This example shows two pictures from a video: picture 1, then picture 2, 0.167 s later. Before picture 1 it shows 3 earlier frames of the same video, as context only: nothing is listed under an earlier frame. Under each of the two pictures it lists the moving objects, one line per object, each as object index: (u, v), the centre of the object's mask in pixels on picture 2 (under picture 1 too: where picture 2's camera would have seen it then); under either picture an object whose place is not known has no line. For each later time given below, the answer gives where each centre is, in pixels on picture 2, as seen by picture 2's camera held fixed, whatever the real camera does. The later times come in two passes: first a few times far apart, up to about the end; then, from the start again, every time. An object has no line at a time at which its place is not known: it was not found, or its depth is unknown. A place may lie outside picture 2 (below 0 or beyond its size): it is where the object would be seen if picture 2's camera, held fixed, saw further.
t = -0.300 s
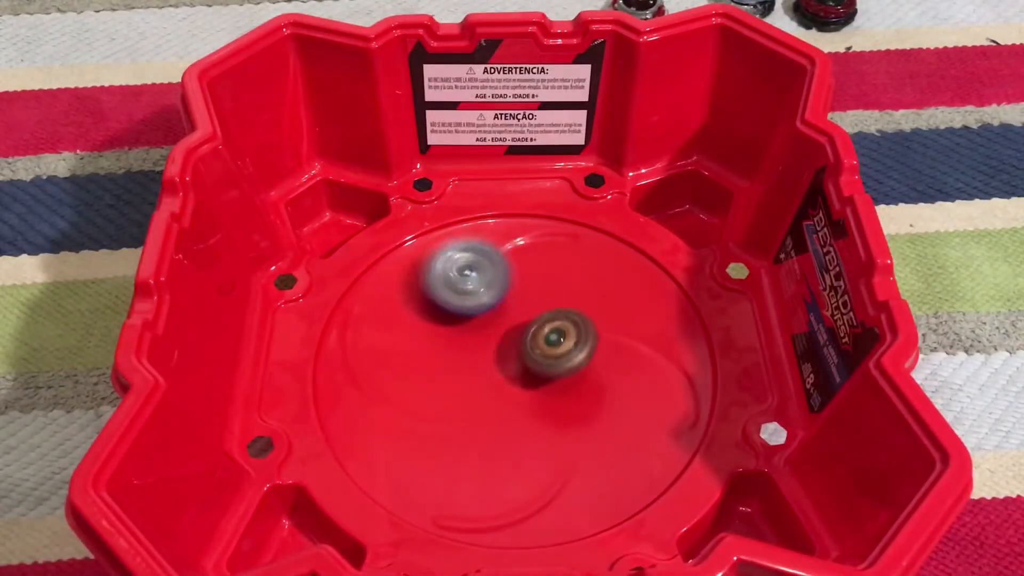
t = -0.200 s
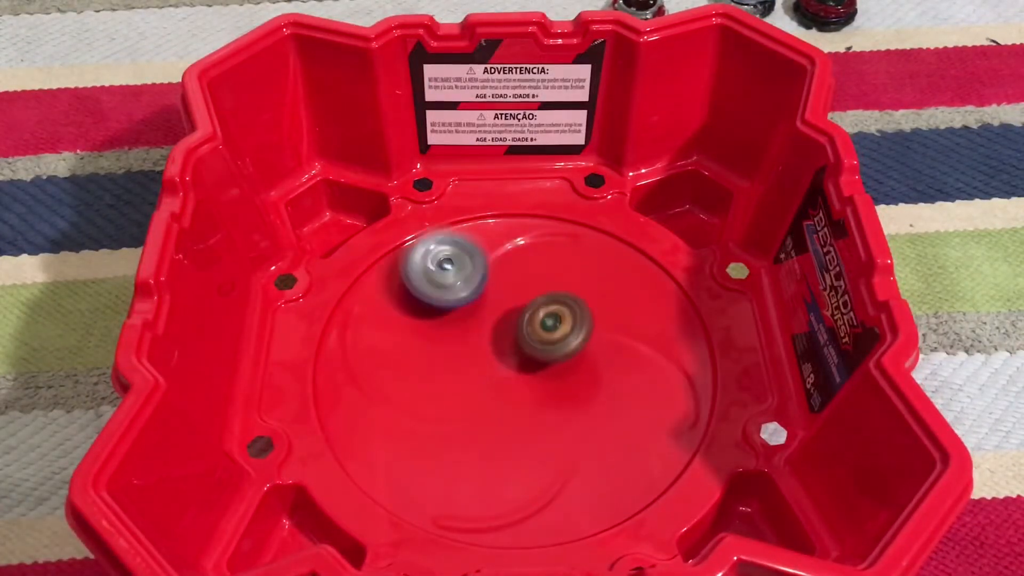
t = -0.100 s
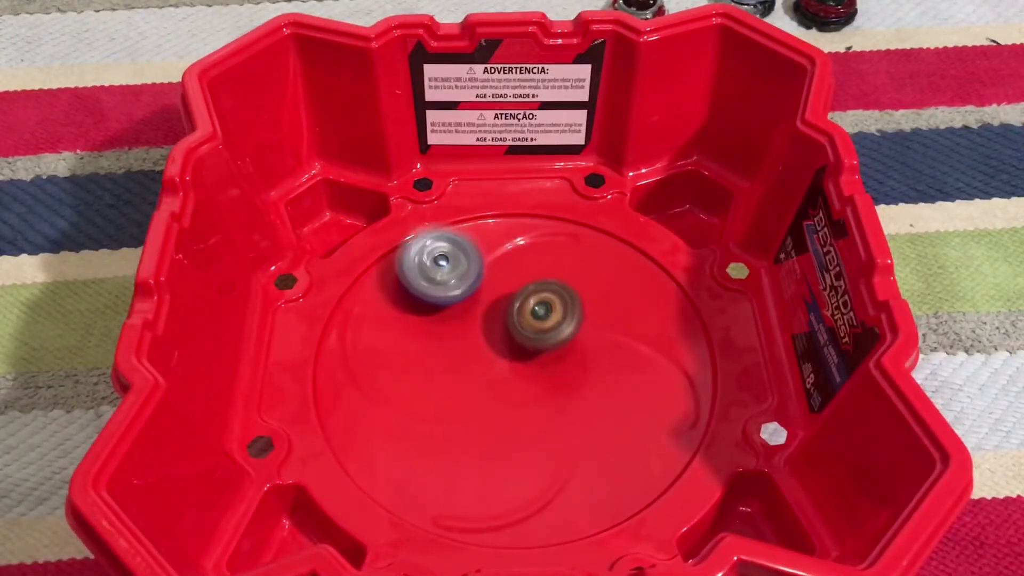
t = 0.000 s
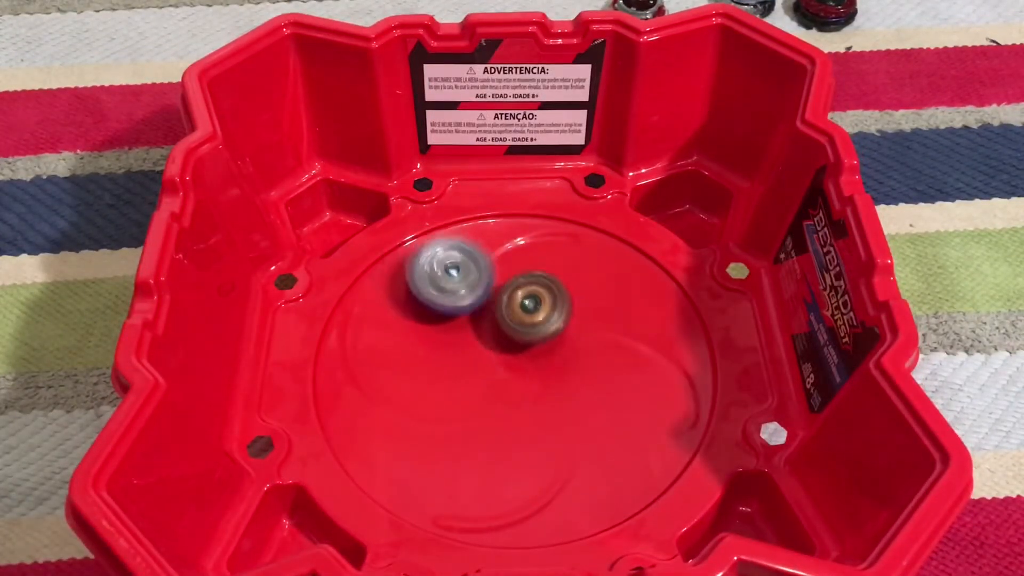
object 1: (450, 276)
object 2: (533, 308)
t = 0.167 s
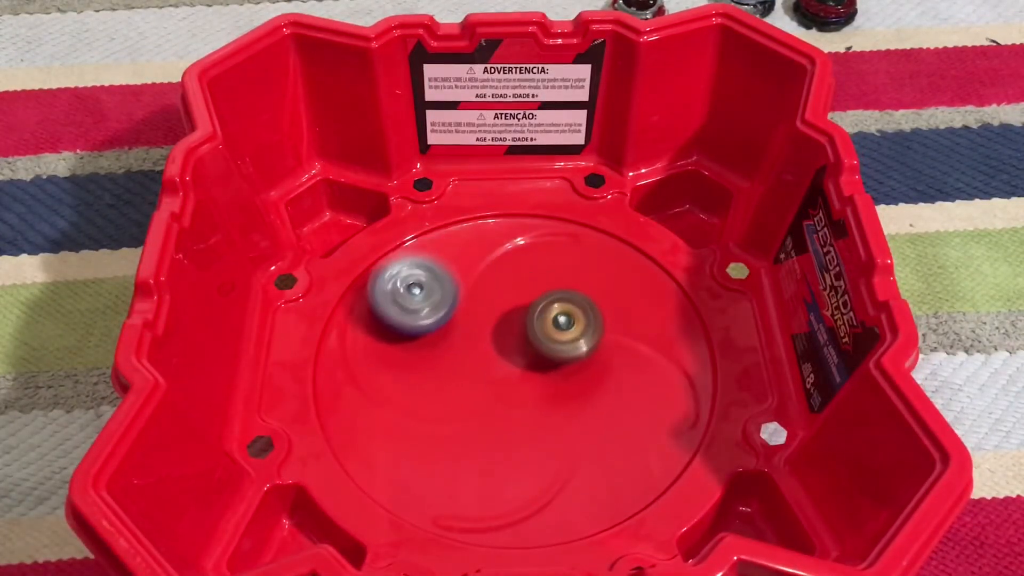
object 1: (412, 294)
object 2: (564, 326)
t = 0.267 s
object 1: (402, 311)
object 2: (554, 335)
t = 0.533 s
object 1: (411, 376)
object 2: (524, 347)
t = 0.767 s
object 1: (443, 428)
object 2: (507, 367)
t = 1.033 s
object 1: (428, 449)
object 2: (540, 376)
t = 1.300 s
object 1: (514, 415)
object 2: (571, 349)
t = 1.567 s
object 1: (544, 434)
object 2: (569, 329)
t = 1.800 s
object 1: (549, 407)
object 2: (538, 303)
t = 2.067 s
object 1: (541, 391)
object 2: (509, 304)
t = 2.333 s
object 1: (577, 393)
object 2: (487, 323)
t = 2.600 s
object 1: (619, 430)
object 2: (419, 329)
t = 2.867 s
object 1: (570, 440)
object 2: (433, 326)
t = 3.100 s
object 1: (550, 376)
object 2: (437, 302)
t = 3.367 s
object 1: (583, 344)
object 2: (440, 251)
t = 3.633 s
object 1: (565, 313)
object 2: (464, 289)
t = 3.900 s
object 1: (570, 367)
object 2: (484, 341)
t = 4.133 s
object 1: (547, 417)
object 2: (477, 352)
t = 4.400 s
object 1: (506, 395)
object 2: (467, 328)
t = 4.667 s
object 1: (598, 413)
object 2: (432, 284)
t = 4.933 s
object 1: (593, 398)
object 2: (476, 335)
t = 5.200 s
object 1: (611, 348)
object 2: (484, 377)
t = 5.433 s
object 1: (613, 301)
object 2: (501, 399)
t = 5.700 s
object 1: (596, 274)
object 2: (446, 449)
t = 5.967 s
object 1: (471, 335)
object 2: (482, 425)
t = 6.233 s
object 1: (349, 323)
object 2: (536, 422)
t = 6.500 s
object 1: (451, 412)
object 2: (524, 353)
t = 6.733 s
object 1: (617, 438)
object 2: (482, 325)
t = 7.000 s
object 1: (654, 342)
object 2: (470, 356)
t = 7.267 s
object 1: (517, 283)
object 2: (526, 380)
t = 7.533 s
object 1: (390, 320)
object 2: (565, 352)
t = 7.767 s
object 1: (410, 415)
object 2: (536, 335)
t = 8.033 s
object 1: (570, 428)
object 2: (484, 358)
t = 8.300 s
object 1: (622, 312)
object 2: (497, 387)
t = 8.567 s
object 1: (519, 264)
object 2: (537, 365)
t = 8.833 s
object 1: (433, 344)
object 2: (523, 337)
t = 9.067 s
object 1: (501, 428)
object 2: (494, 350)
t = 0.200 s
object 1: (408, 299)
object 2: (562, 329)
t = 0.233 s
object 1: (405, 305)
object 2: (558, 332)
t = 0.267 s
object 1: (402, 311)
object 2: (554, 335)
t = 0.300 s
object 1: (401, 318)
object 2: (550, 338)
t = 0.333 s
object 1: (400, 325)
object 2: (546, 342)
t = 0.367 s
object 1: (401, 334)
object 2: (542, 345)
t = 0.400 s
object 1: (402, 341)
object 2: (538, 347)
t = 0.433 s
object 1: (404, 350)
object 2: (535, 348)
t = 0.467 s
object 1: (406, 359)
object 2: (531, 349)
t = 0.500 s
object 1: (409, 368)
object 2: (528, 348)
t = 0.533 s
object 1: (411, 376)
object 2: (524, 347)
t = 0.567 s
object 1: (413, 385)
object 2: (521, 348)
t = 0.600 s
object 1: (417, 395)
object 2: (517, 349)
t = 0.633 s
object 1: (423, 403)
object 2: (514, 350)
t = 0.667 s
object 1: (429, 410)
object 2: (511, 353)
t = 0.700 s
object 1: (435, 416)
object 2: (508, 358)
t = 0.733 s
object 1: (440, 421)
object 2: (507, 362)
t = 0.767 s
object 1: (443, 428)
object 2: (507, 367)
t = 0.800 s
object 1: (441, 439)
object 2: (512, 368)
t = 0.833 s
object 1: (438, 447)
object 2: (517, 370)
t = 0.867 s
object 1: (434, 454)
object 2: (523, 373)
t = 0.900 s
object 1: (429, 459)
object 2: (529, 374)
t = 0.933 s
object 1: (426, 460)
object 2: (534, 375)
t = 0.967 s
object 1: (425, 459)
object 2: (537, 375)
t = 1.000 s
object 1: (425, 455)
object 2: (539, 376)
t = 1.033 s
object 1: (428, 449)
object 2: (540, 376)
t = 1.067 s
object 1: (435, 441)
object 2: (542, 376)
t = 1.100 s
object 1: (444, 434)
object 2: (544, 376)
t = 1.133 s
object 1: (458, 425)
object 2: (545, 376)
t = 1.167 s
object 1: (470, 418)
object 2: (548, 374)
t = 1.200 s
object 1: (480, 416)
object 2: (556, 366)
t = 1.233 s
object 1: (491, 414)
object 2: (563, 360)
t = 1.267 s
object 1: (504, 413)
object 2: (567, 355)
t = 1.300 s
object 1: (514, 415)
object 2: (571, 349)
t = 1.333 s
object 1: (522, 420)
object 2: (574, 344)
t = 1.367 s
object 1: (530, 425)
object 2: (575, 342)
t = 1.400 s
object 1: (537, 427)
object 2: (575, 339)
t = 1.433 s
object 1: (541, 431)
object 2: (575, 337)
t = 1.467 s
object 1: (544, 434)
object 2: (574, 335)
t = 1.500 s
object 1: (545, 436)
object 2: (573, 332)
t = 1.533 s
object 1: (545, 436)
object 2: (571, 331)
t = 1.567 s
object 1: (544, 434)
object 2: (569, 329)
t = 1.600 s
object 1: (542, 430)
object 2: (565, 328)
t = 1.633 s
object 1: (541, 426)
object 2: (562, 327)
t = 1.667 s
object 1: (540, 419)
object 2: (559, 327)
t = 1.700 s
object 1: (540, 411)
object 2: (555, 326)
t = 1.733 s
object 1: (542, 402)
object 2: (551, 325)
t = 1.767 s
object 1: (546, 403)
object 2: (544, 315)
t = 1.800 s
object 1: (549, 407)
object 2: (538, 303)
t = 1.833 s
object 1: (551, 409)
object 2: (533, 296)
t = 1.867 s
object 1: (551, 410)
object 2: (527, 293)
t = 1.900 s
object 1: (550, 410)
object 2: (522, 293)
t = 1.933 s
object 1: (549, 409)
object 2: (519, 294)
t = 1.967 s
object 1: (546, 407)
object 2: (516, 296)
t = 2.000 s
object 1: (544, 402)
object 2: (513, 299)
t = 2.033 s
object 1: (542, 397)
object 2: (511, 301)
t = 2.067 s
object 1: (541, 391)
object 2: (509, 304)
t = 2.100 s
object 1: (540, 384)
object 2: (506, 308)
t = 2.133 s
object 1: (542, 378)
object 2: (503, 311)
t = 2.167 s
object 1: (552, 378)
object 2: (495, 309)
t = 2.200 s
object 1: (560, 380)
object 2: (489, 308)
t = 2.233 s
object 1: (568, 383)
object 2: (486, 309)
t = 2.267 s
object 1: (573, 386)
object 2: (486, 313)
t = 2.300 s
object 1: (576, 390)
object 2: (486, 318)
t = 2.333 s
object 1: (577, 393)
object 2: (487, 323)
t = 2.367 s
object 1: (576, 395)
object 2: (489, 329)
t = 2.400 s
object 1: (572, 398)
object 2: (491, 336)
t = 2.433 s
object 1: (566, 400)
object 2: (494, 342)
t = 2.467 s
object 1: (561, 401)
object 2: (496, 349)
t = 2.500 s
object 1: (575, 409)
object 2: (475, 347)
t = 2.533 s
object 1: (596, 419)
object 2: (451, 338)
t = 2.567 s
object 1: (610, 425)
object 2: (432, 334)
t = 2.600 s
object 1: (619, 430)
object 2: (419, 329)
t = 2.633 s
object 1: (623, 436)
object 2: (410, 326)
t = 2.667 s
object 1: (623, 442)
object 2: (408, 326)
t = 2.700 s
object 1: (620, 448)
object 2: (410, 326)
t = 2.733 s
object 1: (613, 452)
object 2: (414, 326)
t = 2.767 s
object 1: (605, 454)
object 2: (418, 325)
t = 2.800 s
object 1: (594, 452)
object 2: (423, 325)
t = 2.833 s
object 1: (582, 447)
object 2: (427, 326)
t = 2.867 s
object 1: (570, 440)
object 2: (433, 326)
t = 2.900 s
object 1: (556, 432)
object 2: (439, 326)
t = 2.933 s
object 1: (543, 421)
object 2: (445, 326)
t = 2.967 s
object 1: (533, 407)
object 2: (450, 326)
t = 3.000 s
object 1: (525, 394)
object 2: (456, 326)
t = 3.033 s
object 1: (519, 380)
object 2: (461, 325)
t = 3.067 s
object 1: (530, 374)
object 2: (450, 315)
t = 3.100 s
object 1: (550, 376)
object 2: (437, 302)
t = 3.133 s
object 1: (568, 374)
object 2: (428, 289)
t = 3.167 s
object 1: (581, 371)
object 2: (424, 277)
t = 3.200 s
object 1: (590, 367)
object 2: (424, 267)
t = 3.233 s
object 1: (593, 362)
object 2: (426, 259)
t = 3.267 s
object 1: (592, 357)
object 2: (429, 253)
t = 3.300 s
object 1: (590, 353)
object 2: (433, 251)
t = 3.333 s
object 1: (587, 349)
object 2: (436, 250)
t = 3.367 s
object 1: (583, 344)
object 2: (440, 251)
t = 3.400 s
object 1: (578, 340)
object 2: (445, 253)
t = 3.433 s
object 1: (573, 335)
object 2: (450, 258)
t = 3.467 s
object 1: (568, 330)
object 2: (455, 262)
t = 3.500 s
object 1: (562, 325)
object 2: (460, 268)
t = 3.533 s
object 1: (557, 319)
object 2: (466, 275)
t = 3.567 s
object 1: (550, 314)
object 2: (472, 281)
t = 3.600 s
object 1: (554, 313)
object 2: (469, 286)
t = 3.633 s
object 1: (565, 313)
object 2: (464, 289)
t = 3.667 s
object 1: (574, 315)
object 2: (465, 294)
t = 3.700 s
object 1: (579, 319)
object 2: (468, 298)
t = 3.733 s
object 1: (581, 325)
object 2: (472, 303)
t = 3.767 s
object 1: (581, 334)
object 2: (476, 310)
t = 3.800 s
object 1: (577, 343)
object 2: (481, 318)
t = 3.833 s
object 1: (570, 351)
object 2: (486, 327)
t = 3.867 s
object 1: (570, 359)
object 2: (484, 334)
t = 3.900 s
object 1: (570, 367)
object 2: (484, 341)
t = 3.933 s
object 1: (567, 376)
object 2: (484, 348)
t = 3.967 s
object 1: (568, 385)
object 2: (479, 352)
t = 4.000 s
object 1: (567, 394)
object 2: (477, 354)
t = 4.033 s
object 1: (564, 402)
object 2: (476, 356)
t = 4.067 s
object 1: (558, 407)
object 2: (480, 357)
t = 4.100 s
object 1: (550, 410)
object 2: (482, 358)
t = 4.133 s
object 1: (547, 417)
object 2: (477, 352)
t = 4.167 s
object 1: (544, 424)
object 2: (470, 345)
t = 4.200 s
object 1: (538, 427)
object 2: (465, 340)
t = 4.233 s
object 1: (531, 428)
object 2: (464, 337)
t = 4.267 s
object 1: (524, 426)
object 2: (464, 336)
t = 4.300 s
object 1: (517, 421)
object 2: (465, 334)
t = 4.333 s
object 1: (510, 414)
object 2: (467, 332)
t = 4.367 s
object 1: (507, 404)
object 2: (467, 330)
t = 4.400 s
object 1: (506, 395)
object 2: (467, 328)
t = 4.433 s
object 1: (522, 396)
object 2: (456, 317)
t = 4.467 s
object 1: (537, 399)
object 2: (444, 302)
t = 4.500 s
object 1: (553, 402)
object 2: (436, 292)
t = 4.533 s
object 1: (564, 406)
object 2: (430, 285)
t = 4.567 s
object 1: (574, 407)
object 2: (429, 282)
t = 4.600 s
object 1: (582, 410)
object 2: (428, 282)
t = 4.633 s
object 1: (590, 411)
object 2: (429, 282)
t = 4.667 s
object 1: (598, 413)
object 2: (432, 284)
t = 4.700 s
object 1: (605, 413)
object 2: (436, 285)
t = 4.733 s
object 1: (610, 414)
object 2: (439, 289)
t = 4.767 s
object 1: (613, 414)
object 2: (444, 293)
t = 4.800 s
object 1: (613, 414)
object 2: (449, 299)
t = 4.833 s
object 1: (610, 412)
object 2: (454, 307)
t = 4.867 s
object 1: (606, 409)
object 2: (461, 316)
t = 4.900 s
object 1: (600, 404)
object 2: (467, 325)
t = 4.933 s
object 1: (593, 398)
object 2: (476, 335)
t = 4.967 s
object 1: (584, 390)
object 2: (485, 345)
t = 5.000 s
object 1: (579, 382)
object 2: (493, 356)
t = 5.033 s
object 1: (587, 376)
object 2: (484, 362)
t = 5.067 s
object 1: (595, 369)
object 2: (480, 367)
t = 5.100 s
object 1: (601, 363)
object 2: (478, 371)
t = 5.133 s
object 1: (606, 358)
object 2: (479, 376)
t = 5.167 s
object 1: (609, 352)
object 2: (481, 376)
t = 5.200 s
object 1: (611, 348)
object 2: (484, 377)
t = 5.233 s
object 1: (612, 343)
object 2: (487, 375)
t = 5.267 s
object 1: (612, 339)
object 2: (491, 373)
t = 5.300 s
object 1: (611, 335)
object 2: (496, 371)
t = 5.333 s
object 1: (607, 332)
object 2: (504, 369)
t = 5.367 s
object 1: (603, 331)
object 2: (514, 369)
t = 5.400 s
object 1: (600, 325)
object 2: (519, 374)
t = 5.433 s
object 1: (613, 301)
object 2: (501, 399)
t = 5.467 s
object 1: (626, 281)
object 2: (487, 415)
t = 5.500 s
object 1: (635, 266)
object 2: (475, 432)
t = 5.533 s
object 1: (640, 252)
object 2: (466, 440)
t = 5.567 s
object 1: (639, 249)
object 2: (459, 447)
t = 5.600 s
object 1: (632, 252)
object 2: (453, 449)
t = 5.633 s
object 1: (623, 256)
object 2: (448, 450)
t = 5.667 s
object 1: (610, 264)
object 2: (446, 450)
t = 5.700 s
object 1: (596, 274)
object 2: (446, 449)
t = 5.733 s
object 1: (583, 283)
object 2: (447, 445)
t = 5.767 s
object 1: (569, 292)
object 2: (447, 442)
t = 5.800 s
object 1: (555, 301)
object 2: (448, 438)
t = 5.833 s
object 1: (539, 311)
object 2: (451, 433)
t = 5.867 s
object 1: (522, 324)
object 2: (457, 427)
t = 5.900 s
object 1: (509, 336)
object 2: (463, 420)
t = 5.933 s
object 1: (495, 344)
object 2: (470, 414)
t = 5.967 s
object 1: (471, 335)
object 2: (482, 425)
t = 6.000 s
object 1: (448, 325)
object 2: (496, 436)
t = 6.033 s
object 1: (427, 319)
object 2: (506, 442)
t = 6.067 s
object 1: (408, 313)
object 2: (516, 444)
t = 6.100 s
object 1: (388, 311)
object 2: (521, 444)
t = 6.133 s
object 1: (373, 312)
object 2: (524, 440)
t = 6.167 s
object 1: (359, 314)
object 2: (530, 436)
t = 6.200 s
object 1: (351, 318)
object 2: (533, 429)
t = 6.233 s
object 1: (349, 323)
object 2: (536, 422)
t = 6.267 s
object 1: (351, 332)
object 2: (539, 413)
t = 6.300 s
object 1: (355, 340)
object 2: (539, 403)
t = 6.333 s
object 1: (365, 350)
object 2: (537, 394)
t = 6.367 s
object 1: (380, 359)
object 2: (535, 386)
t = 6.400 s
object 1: (396, 372)
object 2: (532, 378)
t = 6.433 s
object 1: (411, 384)
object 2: (529, 371)
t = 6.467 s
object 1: (430, 399)
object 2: (525, 362)
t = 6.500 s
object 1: (451, 412)
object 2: (524, 353)
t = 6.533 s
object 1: (474, 423)
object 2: (521, 344)
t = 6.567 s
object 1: (500, 433)
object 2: (516, 336)
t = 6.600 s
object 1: (526, 439)
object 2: (511, 331)
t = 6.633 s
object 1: (551, 443)
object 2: (504, 327)
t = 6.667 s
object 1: (574, 445)
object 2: (496, 325)
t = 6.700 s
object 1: (598, 443)
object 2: (489, 326)
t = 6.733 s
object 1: (617, 438)
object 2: (482, 325)
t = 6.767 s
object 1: (632, 433)
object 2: (478, 328)
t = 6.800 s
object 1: (645, 423)
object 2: (474, 329)
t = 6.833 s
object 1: (656, 411)
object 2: (470, 333)
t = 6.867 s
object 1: (661, 401)
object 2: (468, 336)
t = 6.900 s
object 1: (661, 388)
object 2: (467, 341)
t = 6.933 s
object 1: (663, 372)
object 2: (466, 346)
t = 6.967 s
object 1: (662, 357)
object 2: (468, 352)
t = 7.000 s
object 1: (654, 342)
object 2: (470, 356)
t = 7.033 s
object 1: (645, 332)
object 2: (474, 362)
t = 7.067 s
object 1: (632, 323)
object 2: (479, 368)
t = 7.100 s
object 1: (614, 314)
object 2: (485, 371)
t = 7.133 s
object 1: (601, 307)
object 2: (492, 375)
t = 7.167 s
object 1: (580, 298)
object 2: (500, 379)
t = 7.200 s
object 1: (560, 291)
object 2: (508, 379)
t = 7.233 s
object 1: (541, 285)
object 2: (517, 380)
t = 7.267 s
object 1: (517, 283)
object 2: (526, 380)
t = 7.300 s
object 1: (497, 281)
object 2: (535, 379)
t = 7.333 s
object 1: (479, 280)
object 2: (543, 376)
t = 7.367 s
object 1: (456, 284)
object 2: (549, 373)
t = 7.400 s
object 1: (441, 286)
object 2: (555, 369)
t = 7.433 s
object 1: (426, 292)
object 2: (560, 364)
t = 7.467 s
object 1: (411, 299)
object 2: (562, 360)
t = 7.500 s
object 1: (401, 308)
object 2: (564, 356)
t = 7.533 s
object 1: (390, 320)
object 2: (565, 352)
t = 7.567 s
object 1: (383, 331)
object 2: (563, 347)
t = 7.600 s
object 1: (379, 347)
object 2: (562, 343)
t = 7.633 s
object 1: (376, 361)
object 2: (559, 340)
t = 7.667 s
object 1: (381, 378)
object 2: (554, 338)
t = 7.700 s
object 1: (387, 392)
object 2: (548, 337)
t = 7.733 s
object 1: (396, 402)
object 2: (544, 335)
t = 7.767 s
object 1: (410, 415)
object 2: (536, 335)
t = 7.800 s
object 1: (426, 425)
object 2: (530, 336)
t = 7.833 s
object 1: (448, 434)
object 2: (524, 337)
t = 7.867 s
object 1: (465, 439)
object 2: (514, 339)
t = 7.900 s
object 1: (488, 443)
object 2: (505, 342)
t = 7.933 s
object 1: (509, 443)
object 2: (497, 345)
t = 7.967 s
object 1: (531, 440)
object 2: (490, 349)
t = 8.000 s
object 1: (550, 435)
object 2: (487, 355)
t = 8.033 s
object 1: (570, 428)
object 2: (484, 358)
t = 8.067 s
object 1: (589, 416)
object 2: (480, 363)
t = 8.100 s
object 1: (599, 406)
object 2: (481, 367)
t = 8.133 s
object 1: (613, 389)
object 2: (480, 372)
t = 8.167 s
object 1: (620, 376)
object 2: (481, 376)
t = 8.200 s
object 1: (623, 358)
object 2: (485, 379)
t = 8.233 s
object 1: (629, 343)
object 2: (487, 383)
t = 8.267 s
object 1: (625, 327)
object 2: (492, 385)
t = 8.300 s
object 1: (622, 312)
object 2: (497, 387)
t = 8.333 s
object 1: (615, 302)
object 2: (502, 387)
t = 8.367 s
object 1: (607, 289)
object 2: (509, 386)
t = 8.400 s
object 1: (598, 280)
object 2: (514, 385)
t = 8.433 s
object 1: (583, 272)
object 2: (520, 383)
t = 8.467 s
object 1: (571, 268)
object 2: (525, 379)
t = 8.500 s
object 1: (553, 265)
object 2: (530, 375)
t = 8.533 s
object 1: (538, 263)
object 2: (536, 369)
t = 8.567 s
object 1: (519, 264)
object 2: (537, 365)
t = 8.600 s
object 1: (505, 269)
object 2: (538, 361)
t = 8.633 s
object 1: (488, 275)
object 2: (539, 355)
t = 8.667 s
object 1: (472, 283)
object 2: (538, 350)
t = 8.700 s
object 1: (462, 292)
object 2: (535, 348)
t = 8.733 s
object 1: (449, 302)
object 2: (535, 342)
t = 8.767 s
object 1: (442, 315)
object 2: (531, 340)
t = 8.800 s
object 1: (435, 329)
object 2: (527, 339)
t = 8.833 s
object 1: (433, 344)
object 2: (523, 337)
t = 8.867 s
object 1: (433, 360)
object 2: (518, 336)
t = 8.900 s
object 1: (435, 373)
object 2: (514, 338)
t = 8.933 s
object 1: (444, 391)
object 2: (509, 339)
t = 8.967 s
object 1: (453, 402)
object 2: (504, 340)
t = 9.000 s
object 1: (469, 415)
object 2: (501, 343)
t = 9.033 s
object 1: (483, 422)
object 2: (498, 346)
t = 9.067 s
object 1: (501, 428)
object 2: (494, 350)
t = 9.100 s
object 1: (518, 431)
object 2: (492, 354)
